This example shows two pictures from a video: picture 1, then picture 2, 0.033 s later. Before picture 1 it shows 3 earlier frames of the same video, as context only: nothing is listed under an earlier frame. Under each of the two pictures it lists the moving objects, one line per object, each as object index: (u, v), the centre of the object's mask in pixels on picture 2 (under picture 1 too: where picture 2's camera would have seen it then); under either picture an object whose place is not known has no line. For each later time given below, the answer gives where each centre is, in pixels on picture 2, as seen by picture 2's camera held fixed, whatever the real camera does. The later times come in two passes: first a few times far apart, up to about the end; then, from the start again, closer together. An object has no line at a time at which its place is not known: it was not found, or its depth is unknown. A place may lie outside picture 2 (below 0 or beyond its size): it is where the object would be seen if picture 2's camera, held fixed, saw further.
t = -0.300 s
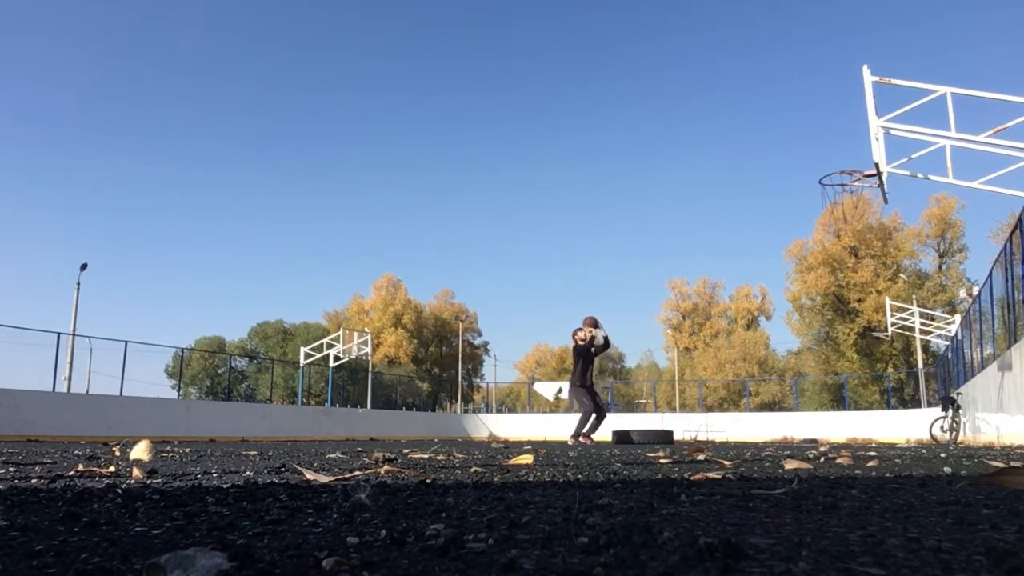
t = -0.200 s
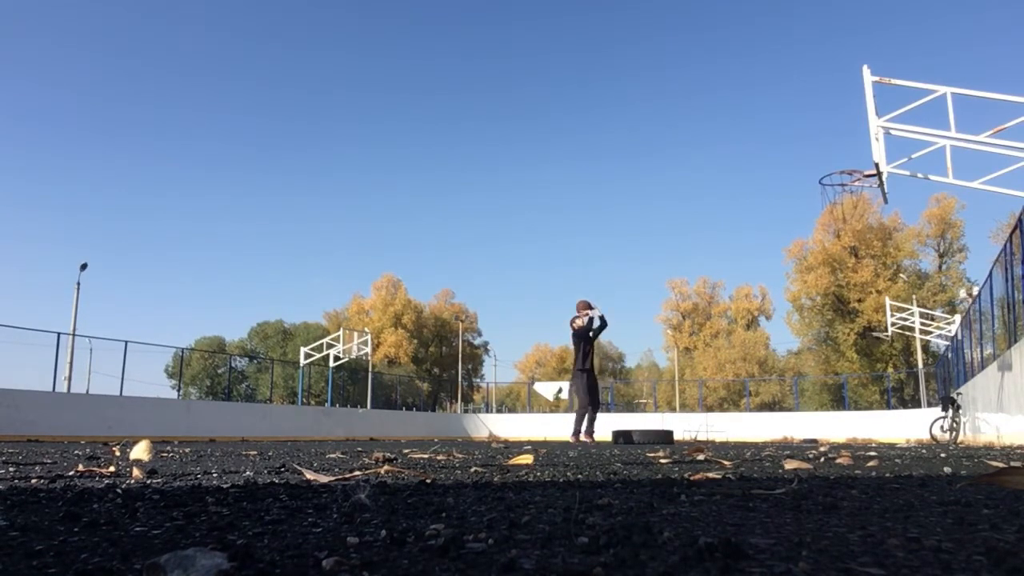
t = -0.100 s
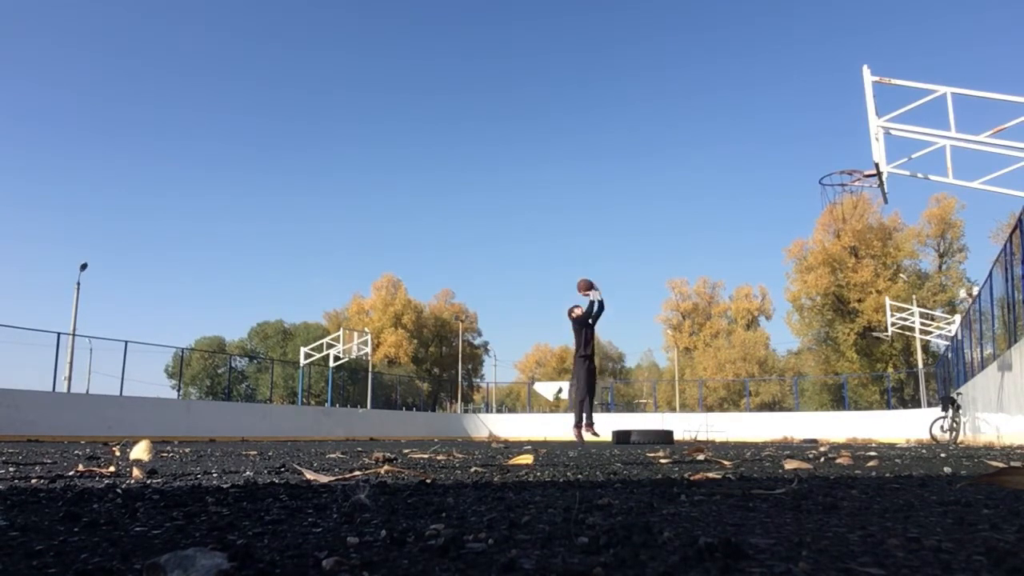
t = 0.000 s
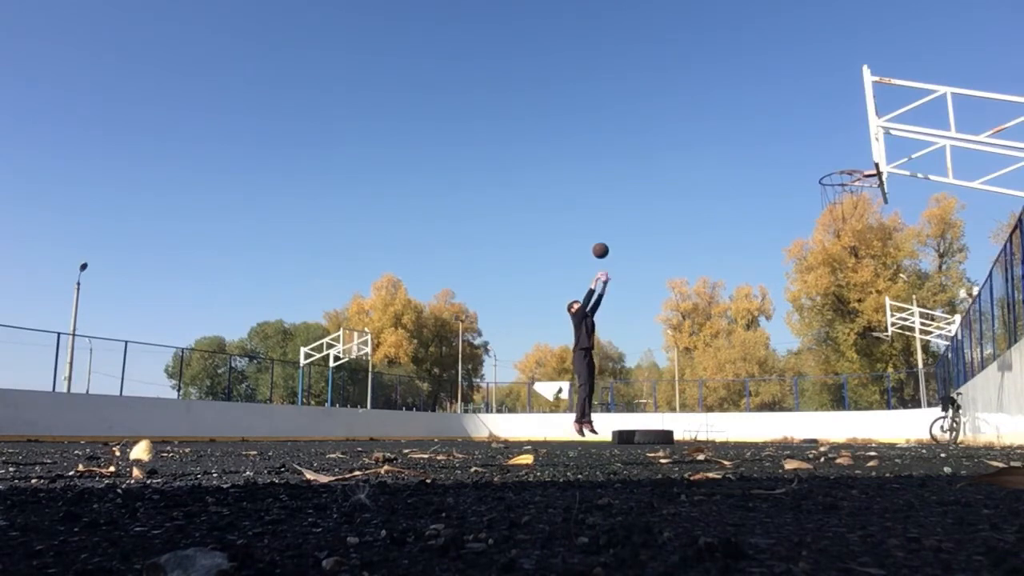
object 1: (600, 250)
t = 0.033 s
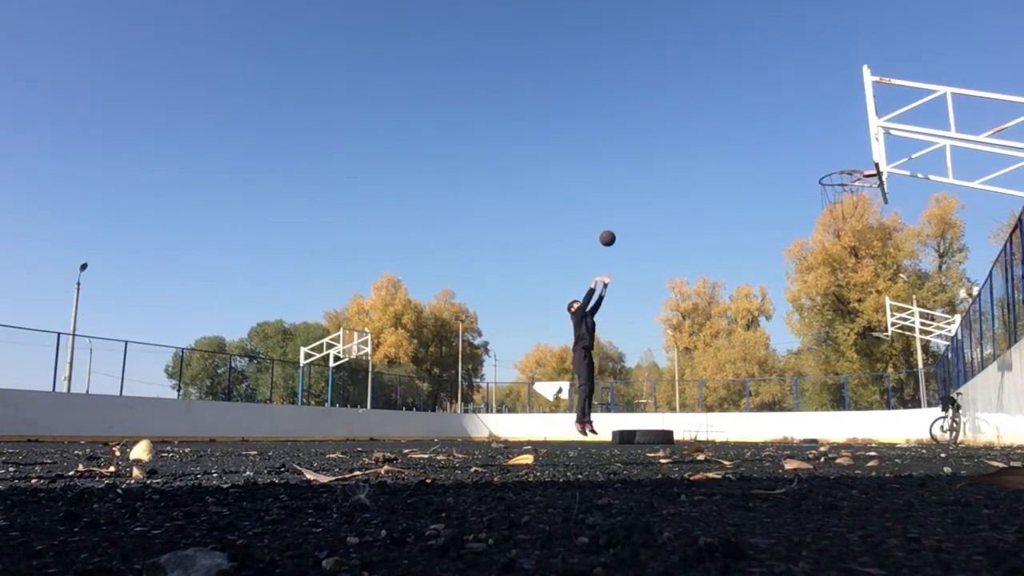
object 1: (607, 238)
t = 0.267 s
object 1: (659, 169)
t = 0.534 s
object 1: (728, 129)
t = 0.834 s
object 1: (825, 144)
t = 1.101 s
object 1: (836, 133)
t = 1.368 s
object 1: (787, 147)
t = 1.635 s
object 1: (741, 224)
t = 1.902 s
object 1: (696, 368)
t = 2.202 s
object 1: (668, 327)
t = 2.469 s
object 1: (654, 247)
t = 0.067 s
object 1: (614, 226)
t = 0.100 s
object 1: (621, 215)
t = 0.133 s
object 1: (628, 205)
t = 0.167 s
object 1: (636, 195)
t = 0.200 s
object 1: (643, 186)
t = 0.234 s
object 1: (651, 177)
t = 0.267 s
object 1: (659, 169)
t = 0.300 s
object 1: (667, 162)
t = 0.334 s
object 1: (675, 155)
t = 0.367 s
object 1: (683, 149)
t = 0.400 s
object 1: (692, 144)
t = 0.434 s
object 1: (701, 139)
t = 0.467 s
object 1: (710, 135)
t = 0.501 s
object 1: (719, 131)
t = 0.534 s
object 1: (728, 129)
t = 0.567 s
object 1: (738, 127)
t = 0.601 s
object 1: (748, 126)
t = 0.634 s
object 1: (758, 126)
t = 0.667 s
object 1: (768, 127)
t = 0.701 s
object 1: (779, 128)
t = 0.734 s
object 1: (790, 131)
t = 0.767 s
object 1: (802, 134)
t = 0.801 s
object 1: (813, 138)
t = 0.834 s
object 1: (825, 144)
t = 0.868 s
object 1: (838, 150)
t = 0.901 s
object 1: (850, 158)
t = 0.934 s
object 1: (859, 156)
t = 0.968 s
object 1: (861, 149)
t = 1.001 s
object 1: (855, 143)
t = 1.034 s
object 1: (848, 139)
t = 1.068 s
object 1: (842, 135)
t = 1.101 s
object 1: (836, 133)
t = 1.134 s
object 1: (829, 131)
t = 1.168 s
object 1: (823, 131)
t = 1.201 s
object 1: (817, 131)
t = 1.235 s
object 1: (811, 133)
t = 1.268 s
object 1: (805, 135)
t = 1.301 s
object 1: (799, 138)
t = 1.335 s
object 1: (793, 142)
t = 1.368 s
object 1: (787, 147)
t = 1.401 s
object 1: (781, 154)
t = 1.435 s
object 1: (775, 161)
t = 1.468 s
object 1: (770, 169)
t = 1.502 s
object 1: (764, 178)
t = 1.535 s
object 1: (758, 188)
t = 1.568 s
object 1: (752, 199)
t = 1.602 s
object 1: (747, 211)
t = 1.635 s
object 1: (741, 224)
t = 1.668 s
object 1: (735, 238)
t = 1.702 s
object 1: (730, 253)
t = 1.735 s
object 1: (724, 269)
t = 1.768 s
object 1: (719, 287)
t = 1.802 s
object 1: (713, 305)
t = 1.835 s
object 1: (708, 325)
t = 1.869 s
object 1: (702, 346)
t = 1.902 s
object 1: (696, 368)
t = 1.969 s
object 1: (685, 415)
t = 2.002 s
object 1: (680, 434)
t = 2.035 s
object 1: (678, 413)
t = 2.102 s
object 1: (674, 375)
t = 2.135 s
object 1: (672, 358)
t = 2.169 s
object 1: (670, 342)
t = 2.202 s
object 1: (668, 327)
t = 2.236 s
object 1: (666, 313)
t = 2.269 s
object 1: (665, 300)
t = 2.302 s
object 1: (663, 288)
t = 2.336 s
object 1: (661, 278)
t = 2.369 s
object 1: (659, 269)
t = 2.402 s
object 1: (657, 260)
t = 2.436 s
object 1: (656, 253)
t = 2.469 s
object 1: (654, 247)
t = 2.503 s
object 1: (652, 243)
